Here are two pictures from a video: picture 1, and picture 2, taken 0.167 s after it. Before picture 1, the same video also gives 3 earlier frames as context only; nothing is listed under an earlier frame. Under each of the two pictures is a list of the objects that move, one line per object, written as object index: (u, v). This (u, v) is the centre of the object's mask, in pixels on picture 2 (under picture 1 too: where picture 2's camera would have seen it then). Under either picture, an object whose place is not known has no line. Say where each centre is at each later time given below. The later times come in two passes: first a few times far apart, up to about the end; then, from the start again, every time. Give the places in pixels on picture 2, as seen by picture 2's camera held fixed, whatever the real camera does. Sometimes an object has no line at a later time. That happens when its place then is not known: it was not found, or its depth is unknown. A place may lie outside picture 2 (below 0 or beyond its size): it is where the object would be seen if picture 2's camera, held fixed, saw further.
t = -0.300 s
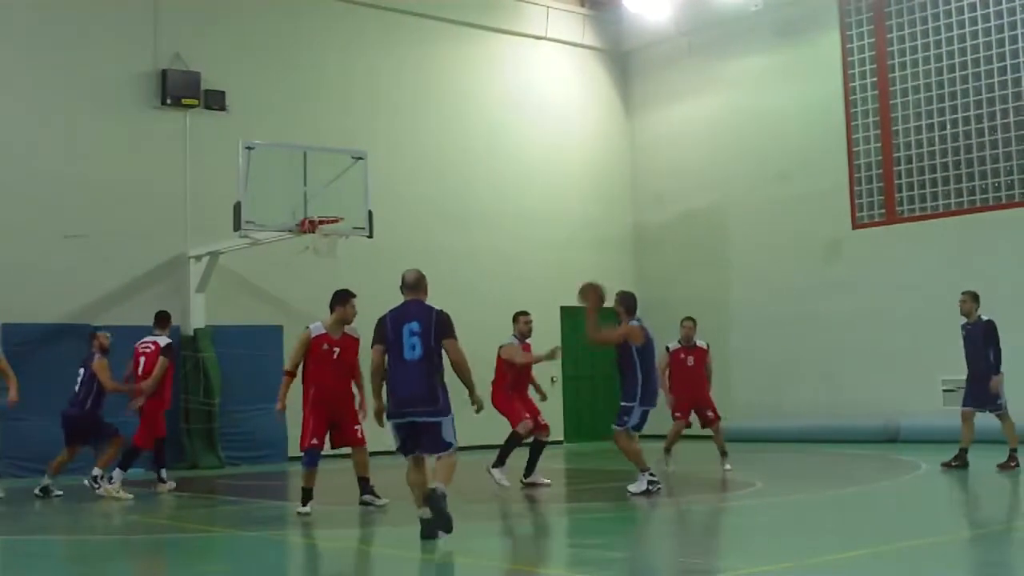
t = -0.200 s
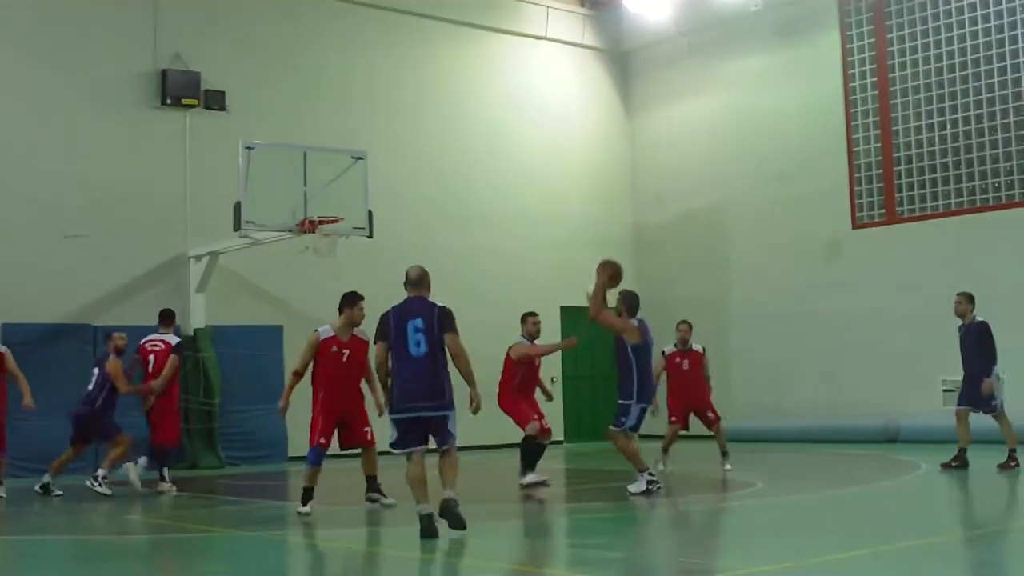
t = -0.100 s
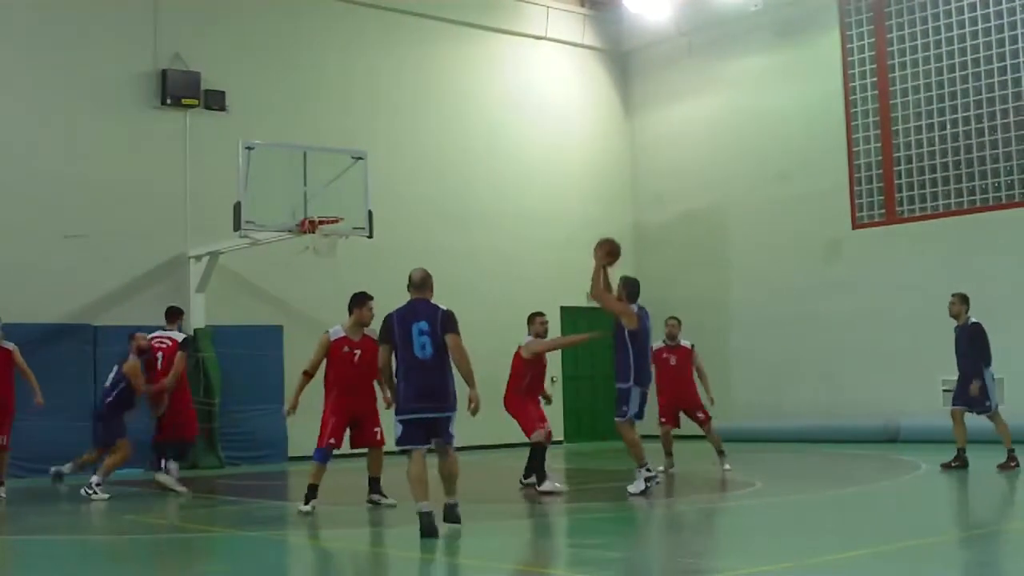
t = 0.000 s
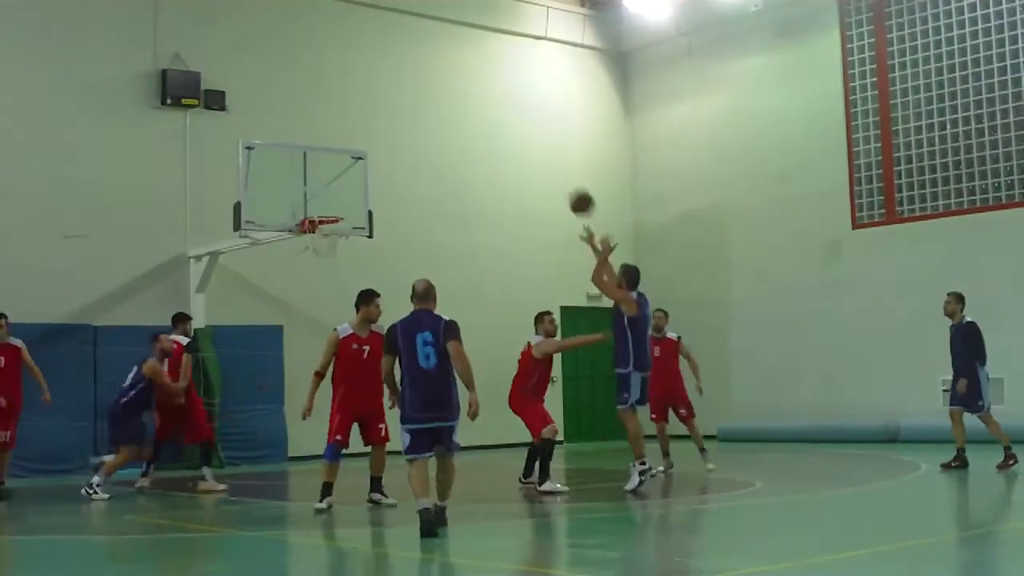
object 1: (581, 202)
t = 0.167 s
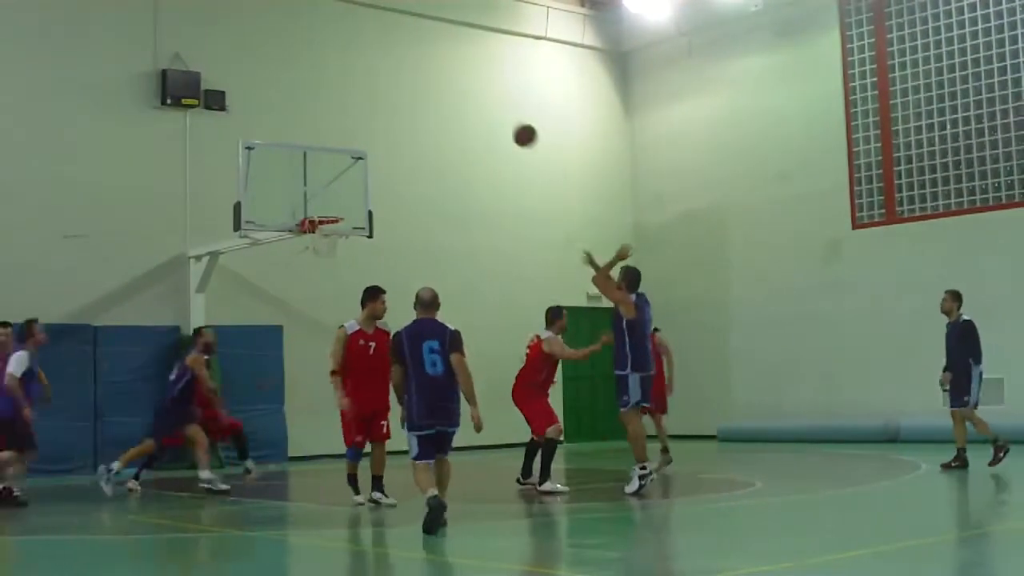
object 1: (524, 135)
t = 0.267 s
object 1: (494, 110)
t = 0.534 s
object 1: (422, 92)
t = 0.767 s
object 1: (368, 126)
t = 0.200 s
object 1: (514, 125)
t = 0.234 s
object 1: (504, 117)
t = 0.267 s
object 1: (494, 110)
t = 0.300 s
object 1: (484, 104)
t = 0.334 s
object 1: (475, 99)
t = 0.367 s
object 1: (465, 95)
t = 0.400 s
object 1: (457, 92)
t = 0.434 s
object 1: (447, 91)
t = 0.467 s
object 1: (439, 90)
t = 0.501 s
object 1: (430, 91)
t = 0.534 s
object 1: (422, 92)
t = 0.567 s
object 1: (413, 94)
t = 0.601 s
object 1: (406, 97)
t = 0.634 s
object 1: (398, 101)
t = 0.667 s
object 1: (390, 106)
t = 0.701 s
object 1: (383, 112)
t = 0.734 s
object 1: (375, 119)
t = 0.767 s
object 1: (368, 126)
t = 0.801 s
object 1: (360, 135)
